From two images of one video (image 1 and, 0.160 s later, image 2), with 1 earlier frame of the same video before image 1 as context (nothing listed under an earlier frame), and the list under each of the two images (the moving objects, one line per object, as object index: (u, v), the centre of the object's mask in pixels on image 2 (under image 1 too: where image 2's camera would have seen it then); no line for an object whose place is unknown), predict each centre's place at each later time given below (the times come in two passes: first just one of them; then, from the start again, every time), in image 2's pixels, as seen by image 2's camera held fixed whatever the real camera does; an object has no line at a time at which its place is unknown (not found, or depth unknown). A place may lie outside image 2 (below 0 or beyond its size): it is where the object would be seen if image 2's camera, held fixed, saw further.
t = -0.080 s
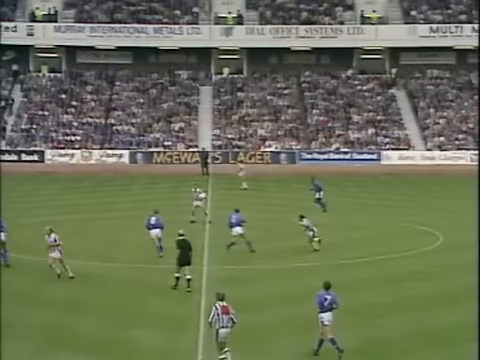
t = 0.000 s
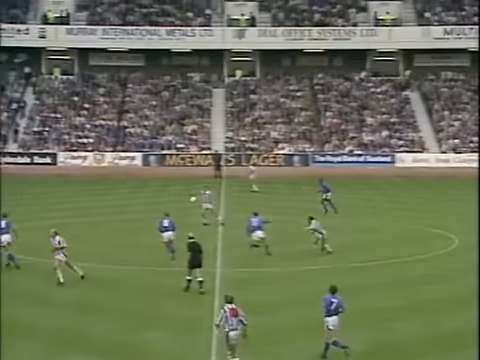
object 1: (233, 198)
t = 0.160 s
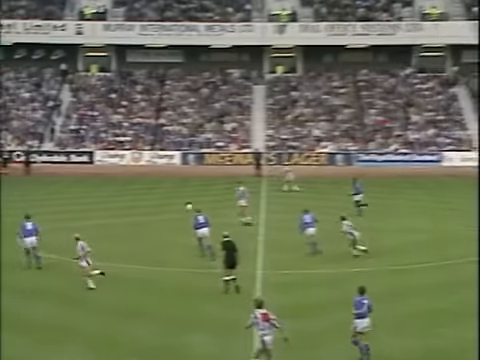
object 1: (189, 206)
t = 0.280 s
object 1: (159, 214)
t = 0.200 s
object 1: (178, 208)
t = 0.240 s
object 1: (168, 211)
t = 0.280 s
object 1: (159, 214)
